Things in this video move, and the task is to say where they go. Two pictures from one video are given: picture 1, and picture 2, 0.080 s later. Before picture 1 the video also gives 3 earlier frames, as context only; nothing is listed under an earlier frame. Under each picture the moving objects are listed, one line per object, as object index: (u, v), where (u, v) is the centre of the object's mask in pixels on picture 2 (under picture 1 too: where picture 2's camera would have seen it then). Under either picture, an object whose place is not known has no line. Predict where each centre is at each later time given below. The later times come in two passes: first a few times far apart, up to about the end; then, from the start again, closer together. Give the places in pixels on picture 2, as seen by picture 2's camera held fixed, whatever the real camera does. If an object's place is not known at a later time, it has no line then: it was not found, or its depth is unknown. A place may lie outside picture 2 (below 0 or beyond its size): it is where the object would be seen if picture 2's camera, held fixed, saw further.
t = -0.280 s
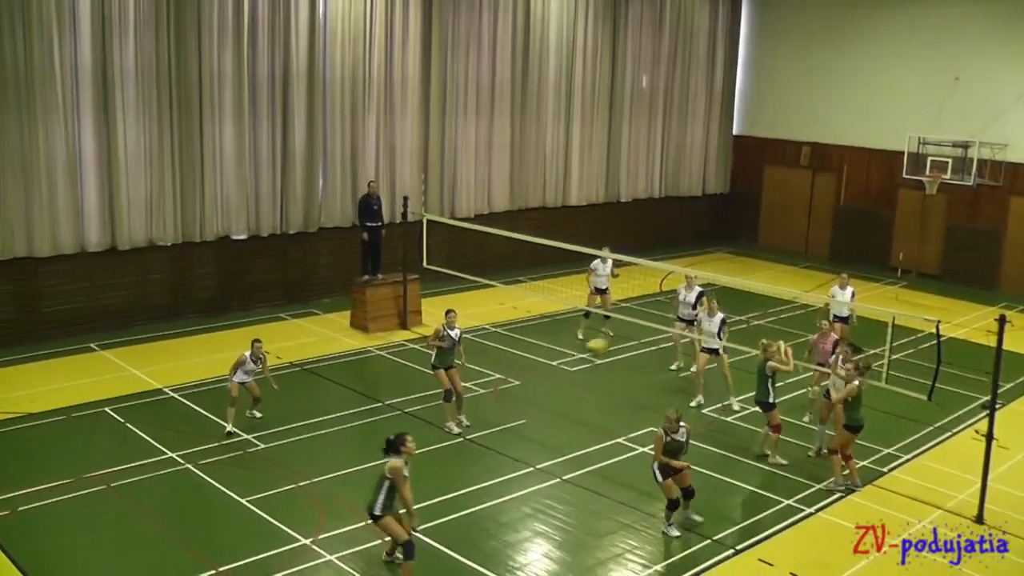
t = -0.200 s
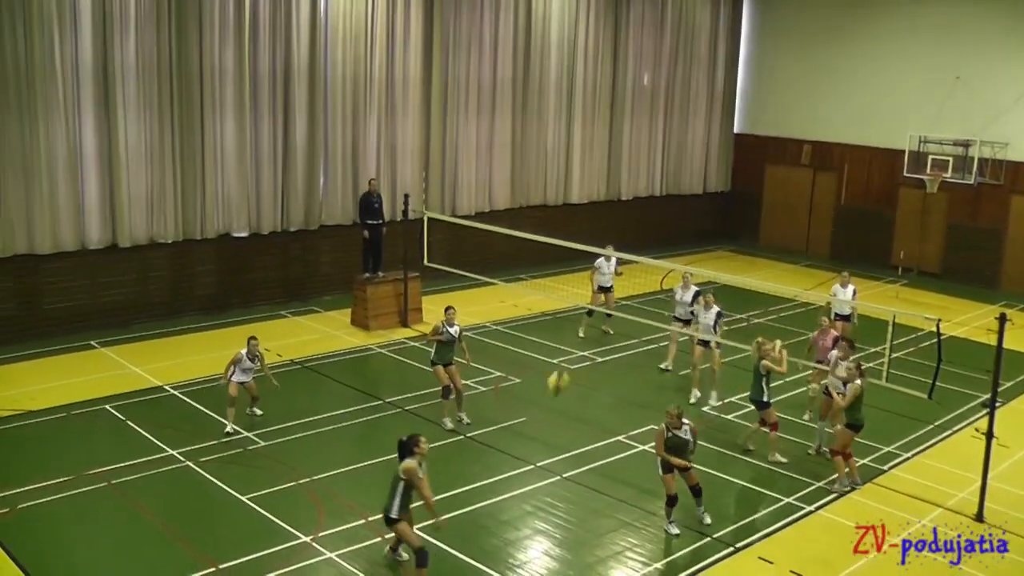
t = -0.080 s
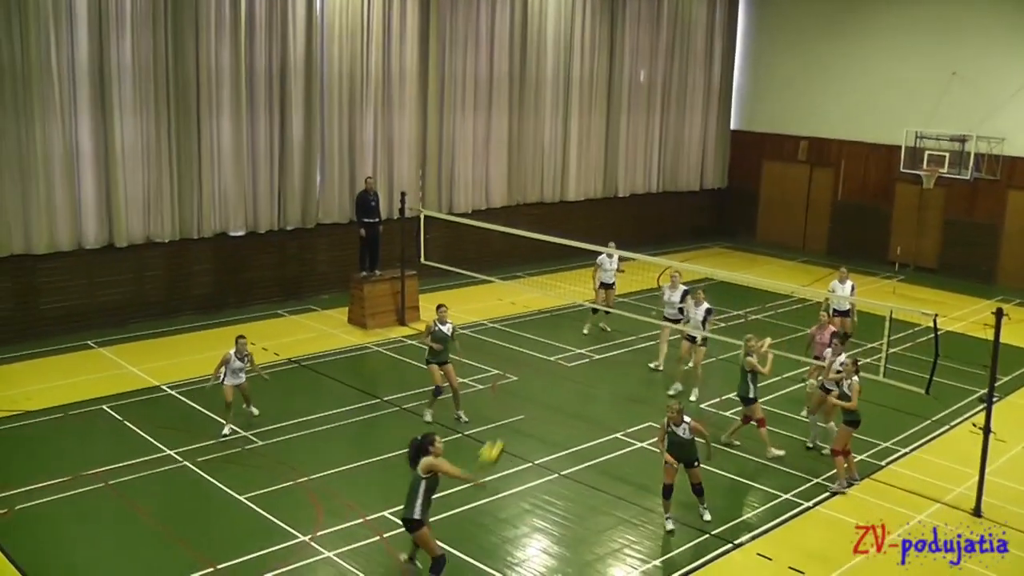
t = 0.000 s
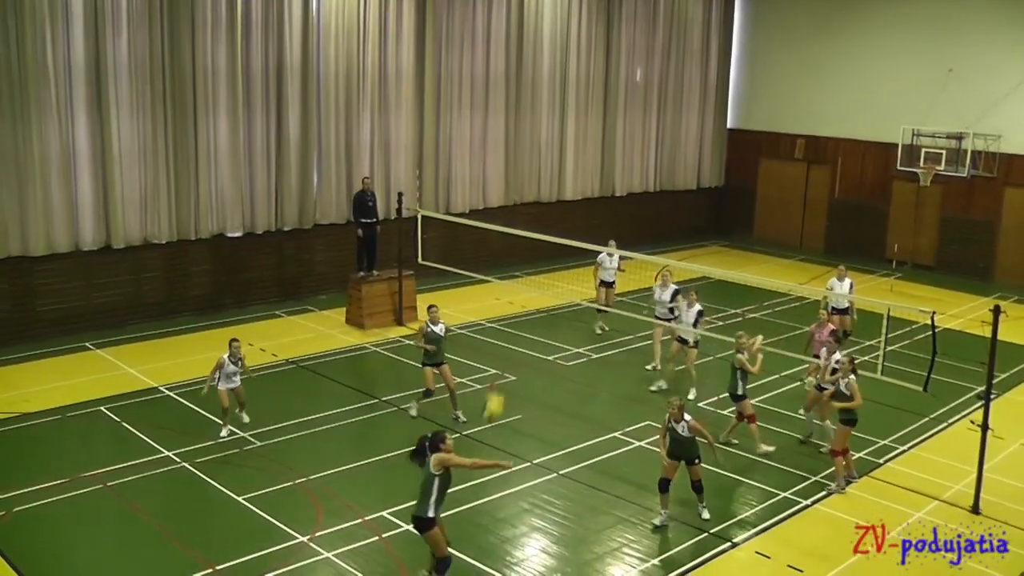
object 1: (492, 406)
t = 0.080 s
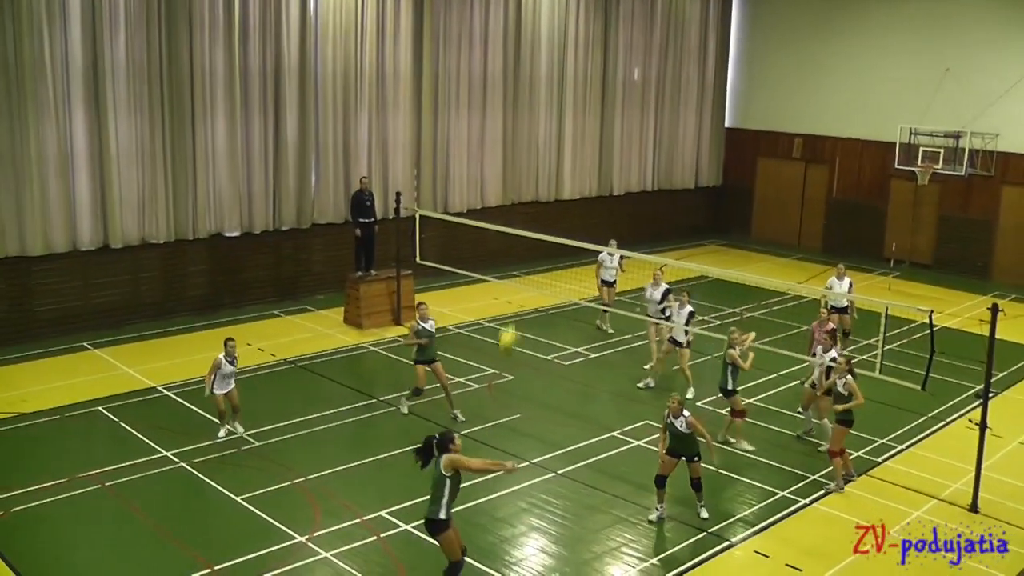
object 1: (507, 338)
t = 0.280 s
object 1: (548, 202)
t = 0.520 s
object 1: (590, 100)
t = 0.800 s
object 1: (631, 63)
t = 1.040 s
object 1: (658, 90)
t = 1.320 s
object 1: (683, 184)
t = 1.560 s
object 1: (698, 303)
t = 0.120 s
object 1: (517, 306)
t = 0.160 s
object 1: (525, 279)
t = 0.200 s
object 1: (533, 251)
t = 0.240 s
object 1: (541, 224)
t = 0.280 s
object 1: (548, 202)
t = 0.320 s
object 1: (556, 179)
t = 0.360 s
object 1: (563, 159)
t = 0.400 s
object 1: (570, 144)
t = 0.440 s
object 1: (577, 127)
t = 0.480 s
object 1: (584, 112)
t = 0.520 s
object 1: (590, 100)
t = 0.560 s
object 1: (596, 90)
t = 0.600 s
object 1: (603, 81)
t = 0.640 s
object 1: (609, 74)
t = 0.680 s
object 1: (615, 69)
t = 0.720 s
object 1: (620, 65)
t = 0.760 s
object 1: (626, 63)
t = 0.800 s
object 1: (631, 63)
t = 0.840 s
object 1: (636, 64)
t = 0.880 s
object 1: (640, 66)
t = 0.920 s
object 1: (645, 70)
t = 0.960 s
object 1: (650, 76)
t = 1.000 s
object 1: (654, 82)
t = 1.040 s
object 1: (658, 90)
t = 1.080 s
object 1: (662, 100)
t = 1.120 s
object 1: (666, 111)
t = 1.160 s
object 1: (669, 123)
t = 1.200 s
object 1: (673, 137)
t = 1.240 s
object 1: (676, 151)
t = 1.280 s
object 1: (679, 166)
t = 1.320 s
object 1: (683, 184)
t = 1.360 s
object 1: (686, 201)
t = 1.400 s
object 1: (689, 219)
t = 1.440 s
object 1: (692, 238)
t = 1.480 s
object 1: (695, 260)
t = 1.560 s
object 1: (698, 303)
